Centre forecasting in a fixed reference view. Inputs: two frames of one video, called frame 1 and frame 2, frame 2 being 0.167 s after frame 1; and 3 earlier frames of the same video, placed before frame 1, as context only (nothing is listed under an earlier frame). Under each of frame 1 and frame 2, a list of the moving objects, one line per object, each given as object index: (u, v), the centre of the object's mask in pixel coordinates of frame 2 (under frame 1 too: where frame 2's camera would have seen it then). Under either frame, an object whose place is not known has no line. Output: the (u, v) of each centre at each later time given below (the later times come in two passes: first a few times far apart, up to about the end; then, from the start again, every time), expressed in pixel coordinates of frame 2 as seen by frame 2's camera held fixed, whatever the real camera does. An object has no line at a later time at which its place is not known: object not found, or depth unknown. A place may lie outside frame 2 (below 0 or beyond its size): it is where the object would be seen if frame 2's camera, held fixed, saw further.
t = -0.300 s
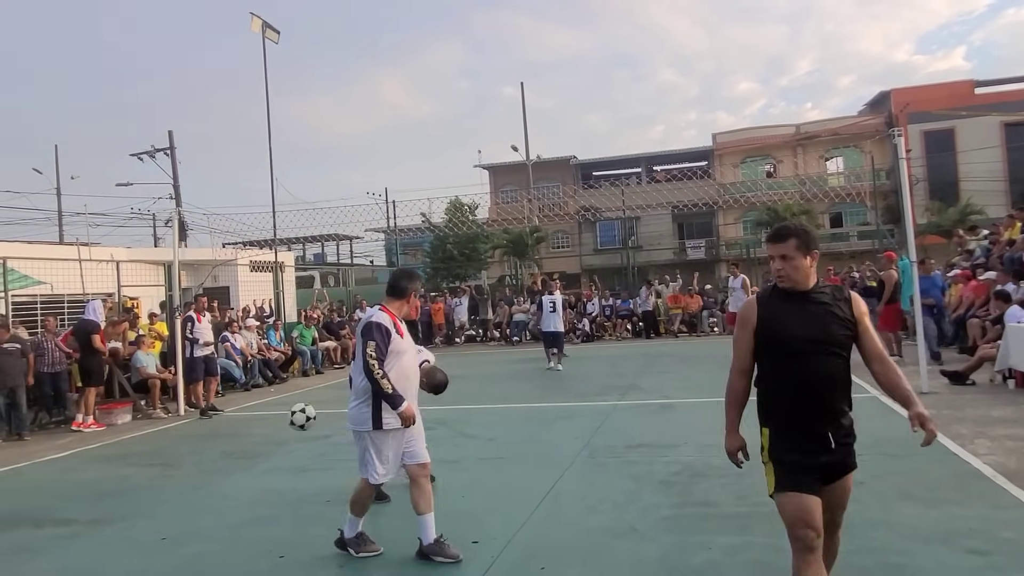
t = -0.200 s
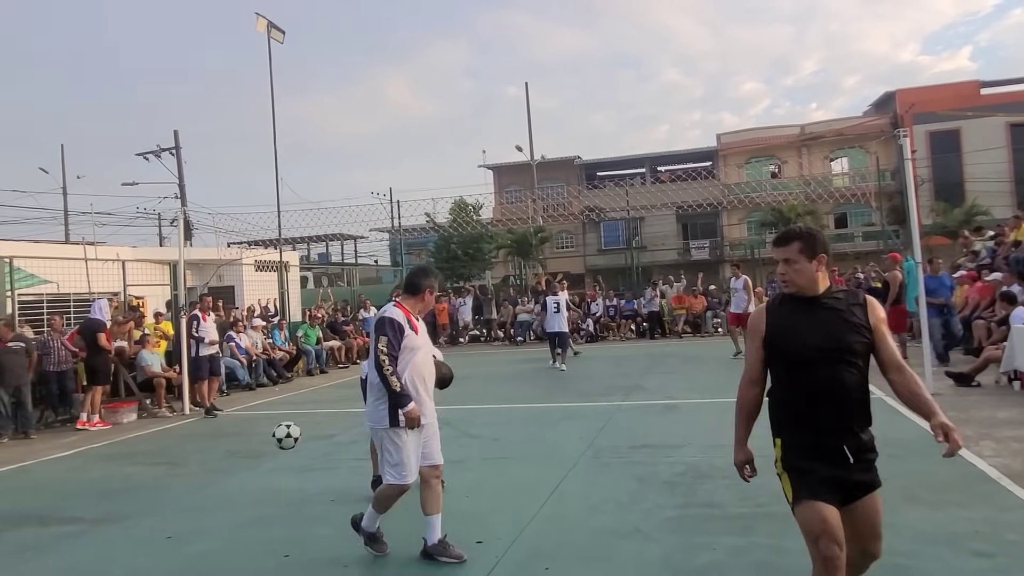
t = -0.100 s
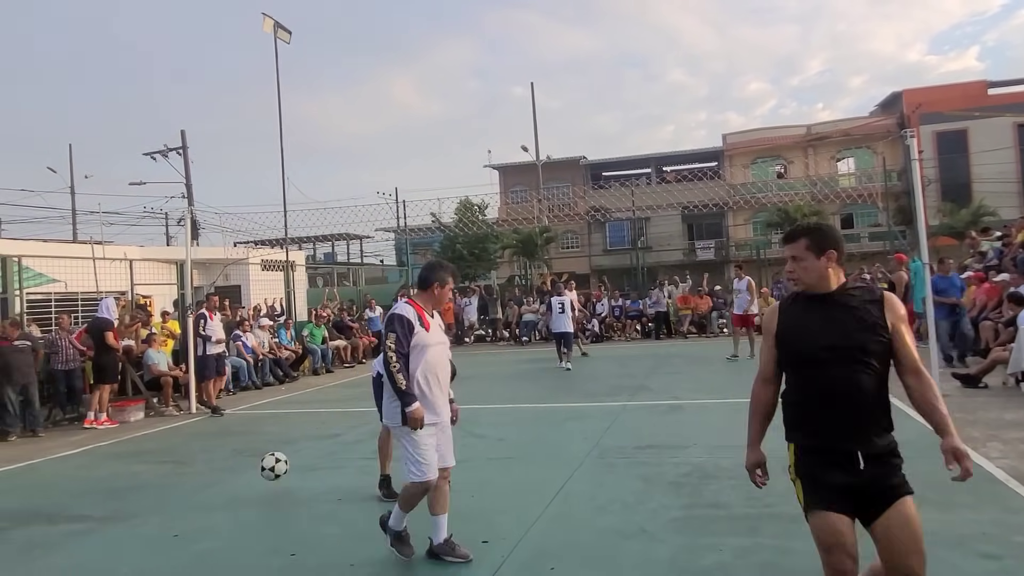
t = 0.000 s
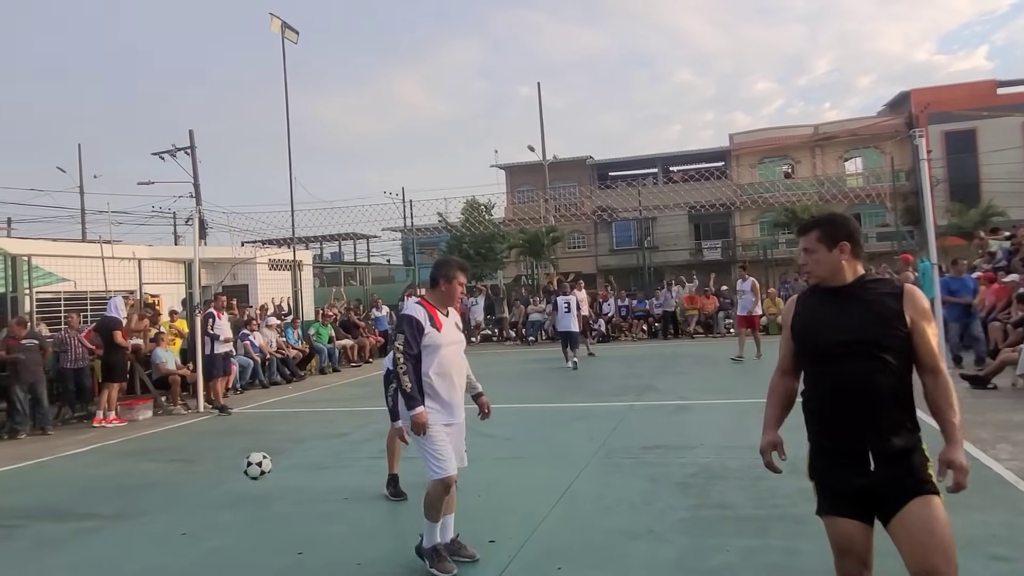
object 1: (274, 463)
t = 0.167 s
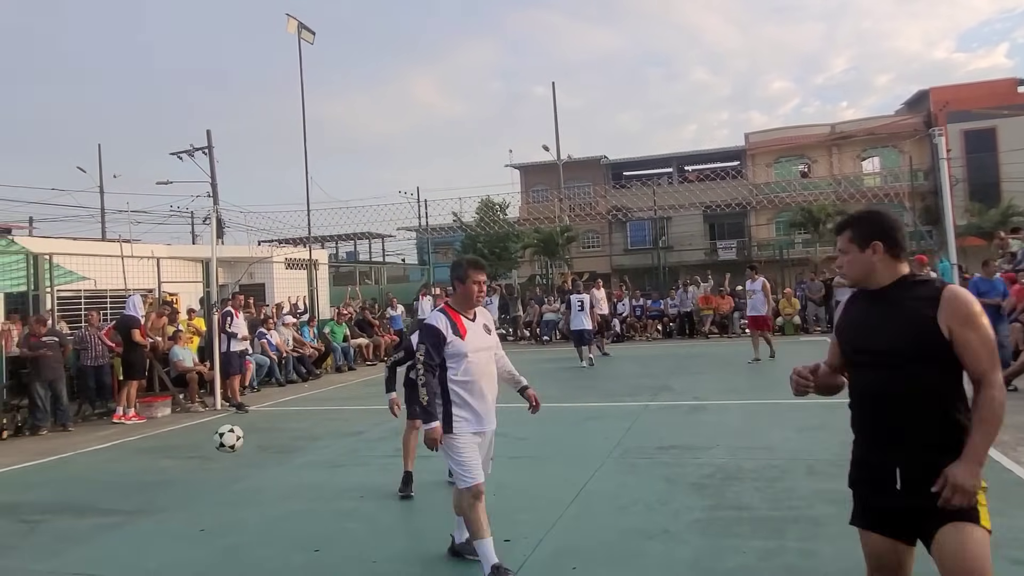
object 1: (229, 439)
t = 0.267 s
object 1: (202, 439)
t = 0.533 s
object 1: (129, 495)
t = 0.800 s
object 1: (49, 472)
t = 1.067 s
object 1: (-34, 504)
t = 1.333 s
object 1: (-115, 510)
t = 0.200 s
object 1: (220, 437)
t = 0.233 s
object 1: (211, 438)
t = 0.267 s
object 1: (202, 439)
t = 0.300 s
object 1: (193, 442)
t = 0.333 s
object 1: (184, 447)
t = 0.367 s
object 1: (175, 453)
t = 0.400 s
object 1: (166, 461)
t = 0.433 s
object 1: (157, 470)
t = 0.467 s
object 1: (148, 480)
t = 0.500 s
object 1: (138, 493)
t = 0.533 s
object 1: (129, 495)
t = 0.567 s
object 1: (119, 487)
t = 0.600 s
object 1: (109, 481)
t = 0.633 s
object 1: (99, 476)
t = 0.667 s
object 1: (89, 472)
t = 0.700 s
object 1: (79, 470)
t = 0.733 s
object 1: (69, 469)
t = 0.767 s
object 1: (59, 470)
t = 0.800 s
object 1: (49, 472)
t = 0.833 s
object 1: (39, 476)
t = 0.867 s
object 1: (29, 481)
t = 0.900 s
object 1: (19, 488)
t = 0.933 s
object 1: (8, 496)
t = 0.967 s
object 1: (-3, 506)
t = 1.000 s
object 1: (-14, 517)
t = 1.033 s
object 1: (-23, 510)
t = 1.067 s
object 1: (-34, 504)
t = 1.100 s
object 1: (-43, 499)
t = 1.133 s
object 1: (-53, 495)
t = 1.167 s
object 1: (-63, 494)
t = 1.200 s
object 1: (-73, 494)
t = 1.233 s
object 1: (-83, 495)
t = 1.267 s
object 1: (-94, 499)
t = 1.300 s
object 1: (-105, 504)
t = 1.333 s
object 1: (-115, 510)
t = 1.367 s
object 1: (-126, 517)
